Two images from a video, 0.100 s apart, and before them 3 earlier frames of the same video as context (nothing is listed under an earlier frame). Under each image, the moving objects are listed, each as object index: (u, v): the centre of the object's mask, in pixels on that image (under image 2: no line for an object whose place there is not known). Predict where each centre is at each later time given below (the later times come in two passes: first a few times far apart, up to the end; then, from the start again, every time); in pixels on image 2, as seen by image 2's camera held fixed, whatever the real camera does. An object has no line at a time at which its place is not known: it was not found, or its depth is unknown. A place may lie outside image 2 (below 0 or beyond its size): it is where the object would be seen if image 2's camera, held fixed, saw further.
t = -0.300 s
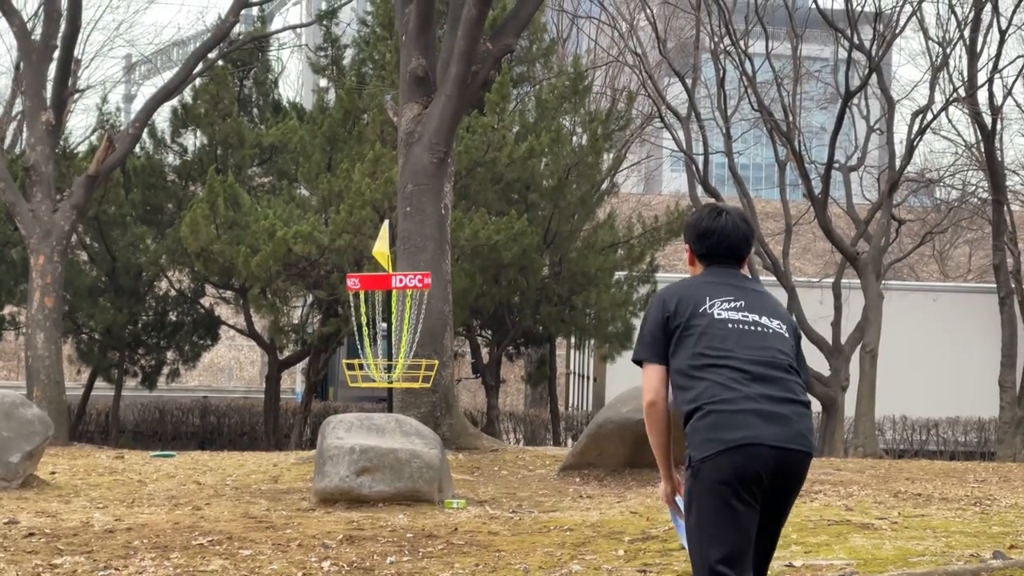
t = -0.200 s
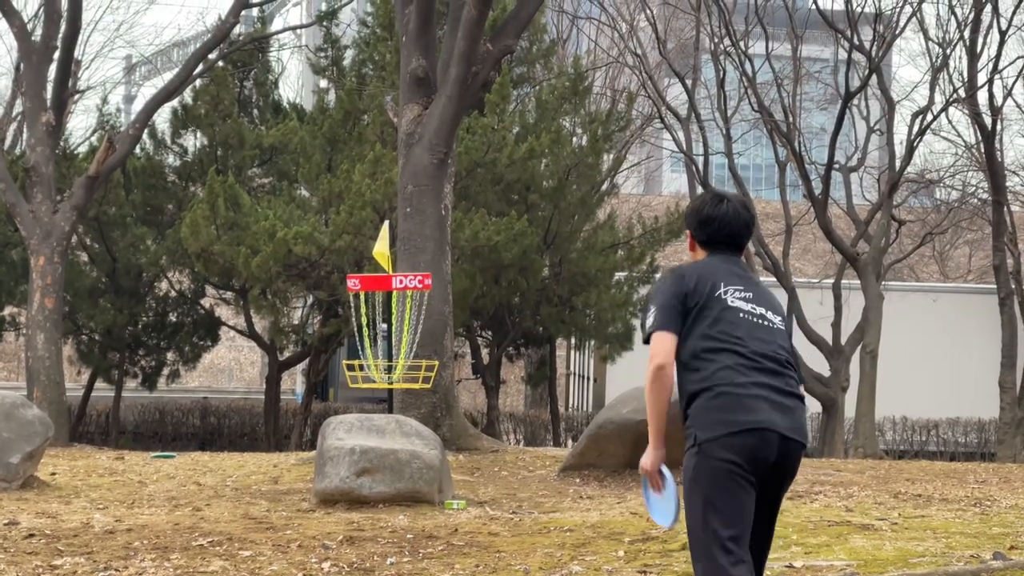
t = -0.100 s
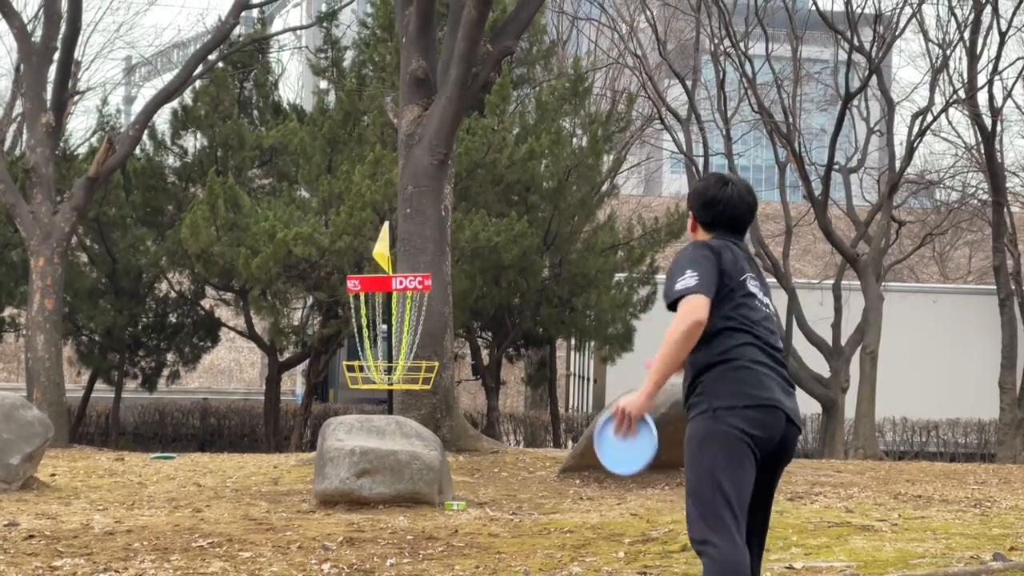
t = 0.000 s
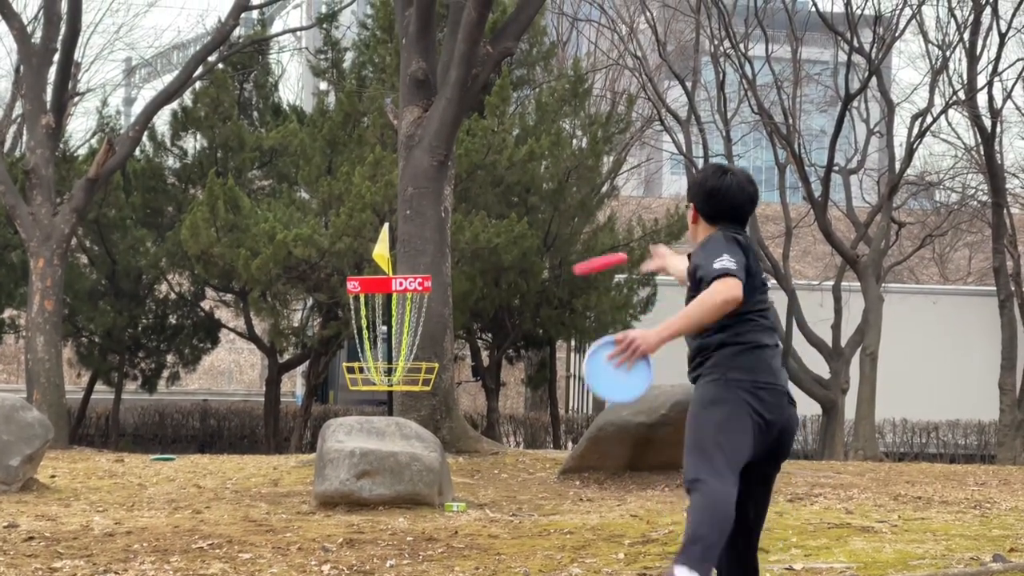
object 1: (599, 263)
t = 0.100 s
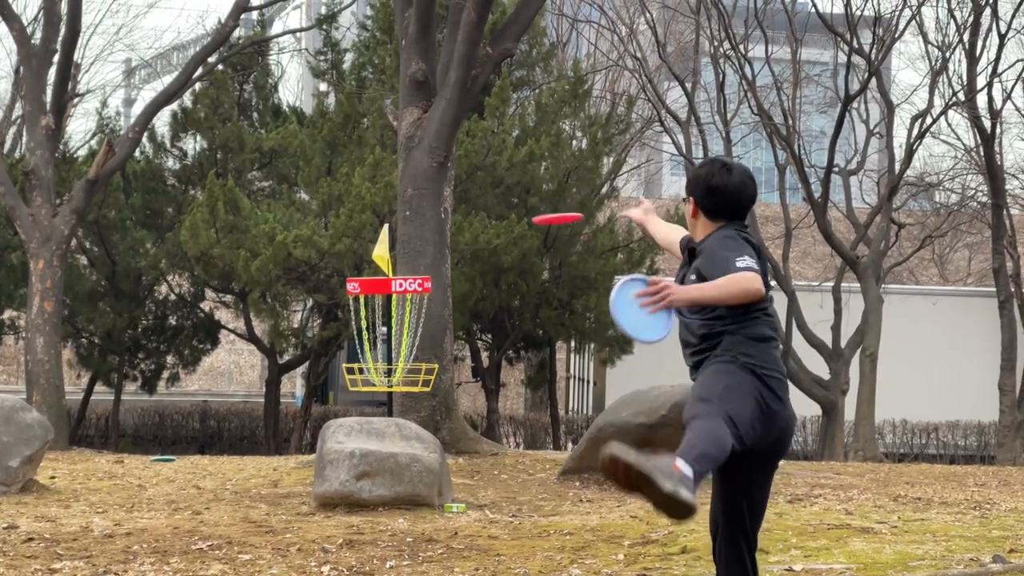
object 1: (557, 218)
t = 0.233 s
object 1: (513, 209)
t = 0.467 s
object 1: (454, 260)
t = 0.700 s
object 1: (402, 339)
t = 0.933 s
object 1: (380, 357)
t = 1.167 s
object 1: (373, 379)
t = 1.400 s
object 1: (377, 379)
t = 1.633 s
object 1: (378, 387)
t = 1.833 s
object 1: (378, 388)
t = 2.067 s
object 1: (378, 388)
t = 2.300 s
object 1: (378, 388)
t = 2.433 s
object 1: (378, 388)
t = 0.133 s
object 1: (546, 212)
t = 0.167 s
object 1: (534, 208)
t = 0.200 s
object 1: (523, 208)
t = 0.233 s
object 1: (513, 209)
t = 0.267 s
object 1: (504, 212)
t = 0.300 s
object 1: (495, 217)
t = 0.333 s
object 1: (486, 223)
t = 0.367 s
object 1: (476, 232)
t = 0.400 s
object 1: (469, 240)
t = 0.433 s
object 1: (461, 249)
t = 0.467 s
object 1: (454, 260)
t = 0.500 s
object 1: (447, 270)
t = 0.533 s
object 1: (441, 281)
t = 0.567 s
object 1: (433, 292)
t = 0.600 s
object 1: (426, 304)
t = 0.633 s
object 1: (418, 315)
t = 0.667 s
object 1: (411, 326)
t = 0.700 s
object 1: (402, 339)
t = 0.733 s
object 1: (395, 350)
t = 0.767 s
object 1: (388, 355)
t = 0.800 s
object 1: (384, 358)
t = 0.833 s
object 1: (382, 357)
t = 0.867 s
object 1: (381, 356)
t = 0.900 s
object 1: (381, 355)
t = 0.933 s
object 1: (380, 357)
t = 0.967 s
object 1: (379, 360)
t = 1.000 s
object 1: (377, 365)
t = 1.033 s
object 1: (375, 371)
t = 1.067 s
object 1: (375, 375)
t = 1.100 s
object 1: (374, 378)
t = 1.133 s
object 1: (373, 379)
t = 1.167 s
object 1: (373, 379)
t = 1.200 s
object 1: (372, 379)
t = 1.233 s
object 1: (373, 379)
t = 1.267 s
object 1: (375, 378)
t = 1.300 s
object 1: (375, 378)
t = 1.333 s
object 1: (376, 379)
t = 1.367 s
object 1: (376, 379)
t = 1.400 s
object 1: (377, 379)
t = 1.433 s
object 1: (377, 380)
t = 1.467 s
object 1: (377, 381)
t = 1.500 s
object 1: (377, 383)
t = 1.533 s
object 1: (377, 385)
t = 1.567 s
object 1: (378, 388)
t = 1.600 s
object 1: (377, 387)
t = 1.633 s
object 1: (378, 387)
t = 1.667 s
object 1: (378, 388)
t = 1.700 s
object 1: (378, 388)
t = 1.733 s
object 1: (378, 388)
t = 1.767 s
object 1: (378, 388)
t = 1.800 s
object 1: (378, 388)
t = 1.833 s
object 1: (378, 388)
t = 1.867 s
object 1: (378, 388)
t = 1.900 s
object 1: (378, 388)
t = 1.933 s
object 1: (378, 388)
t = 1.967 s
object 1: (378, 388)
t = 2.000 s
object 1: (378, 388)
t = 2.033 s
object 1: (378, 388)
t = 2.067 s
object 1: (378, 388)
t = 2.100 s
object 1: (377, 389)
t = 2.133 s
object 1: (377, 388)
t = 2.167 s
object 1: (377, 388)
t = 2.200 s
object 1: (377, 388)
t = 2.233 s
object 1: (378, 388)
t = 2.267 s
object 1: (378, 388)
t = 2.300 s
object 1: (378, 388)
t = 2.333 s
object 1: (378, 388)
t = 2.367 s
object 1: (378, 388)
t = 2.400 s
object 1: (378, 388)
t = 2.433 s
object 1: (378, 388)
